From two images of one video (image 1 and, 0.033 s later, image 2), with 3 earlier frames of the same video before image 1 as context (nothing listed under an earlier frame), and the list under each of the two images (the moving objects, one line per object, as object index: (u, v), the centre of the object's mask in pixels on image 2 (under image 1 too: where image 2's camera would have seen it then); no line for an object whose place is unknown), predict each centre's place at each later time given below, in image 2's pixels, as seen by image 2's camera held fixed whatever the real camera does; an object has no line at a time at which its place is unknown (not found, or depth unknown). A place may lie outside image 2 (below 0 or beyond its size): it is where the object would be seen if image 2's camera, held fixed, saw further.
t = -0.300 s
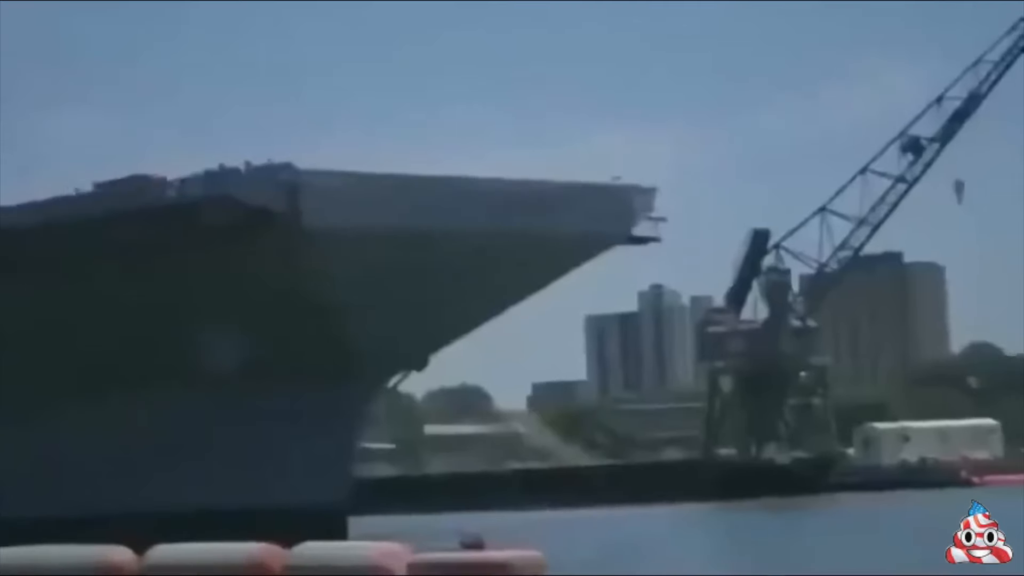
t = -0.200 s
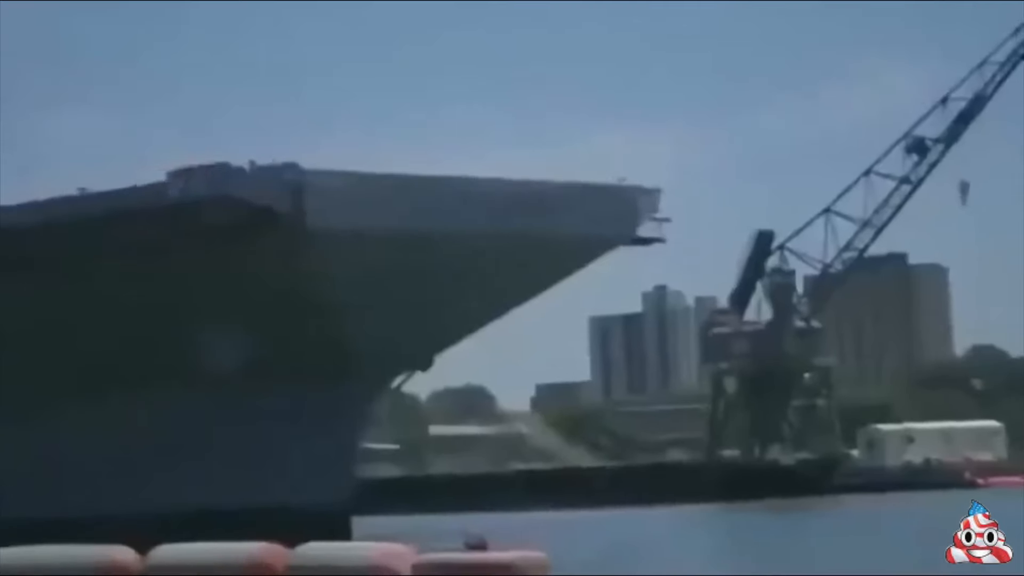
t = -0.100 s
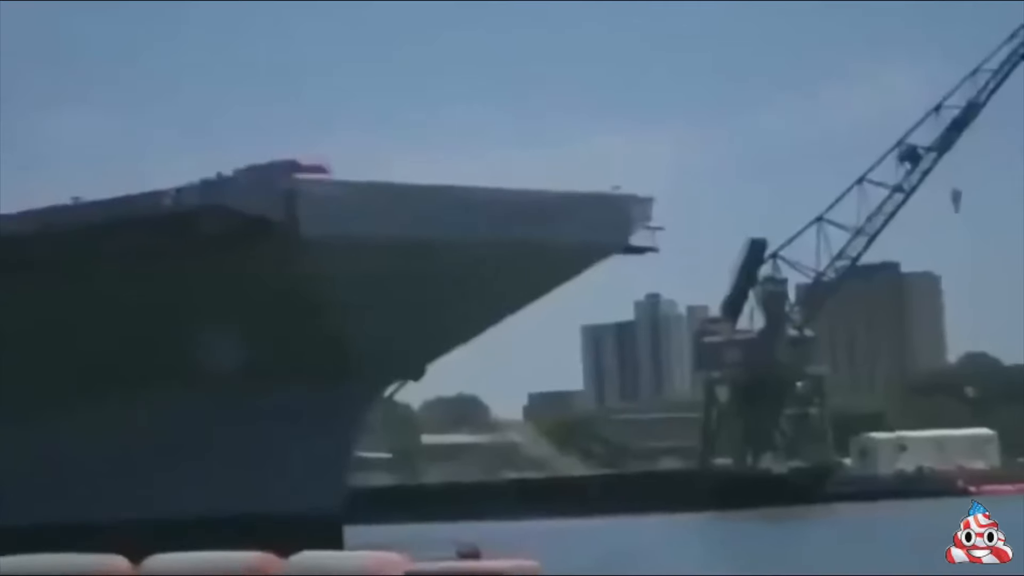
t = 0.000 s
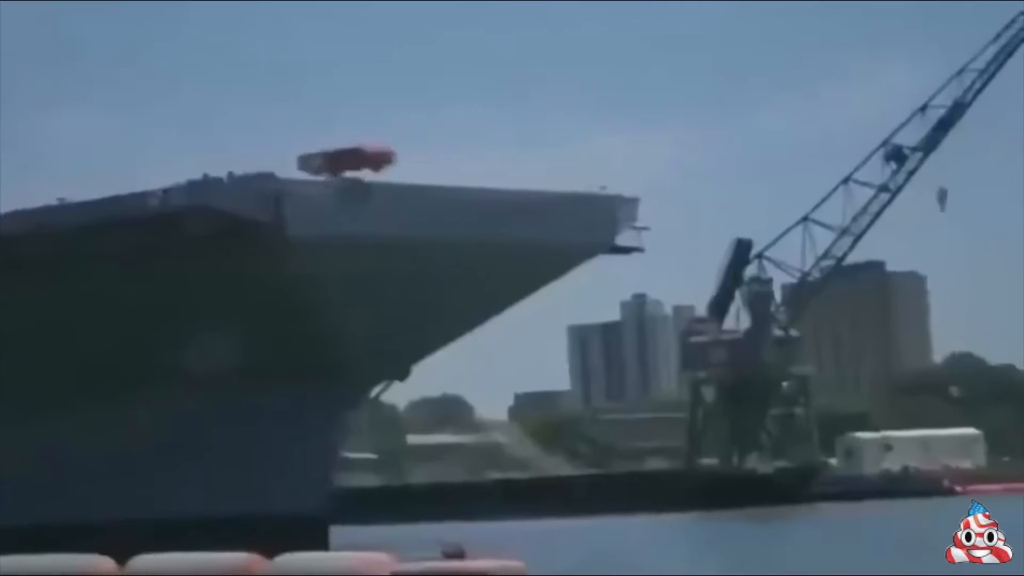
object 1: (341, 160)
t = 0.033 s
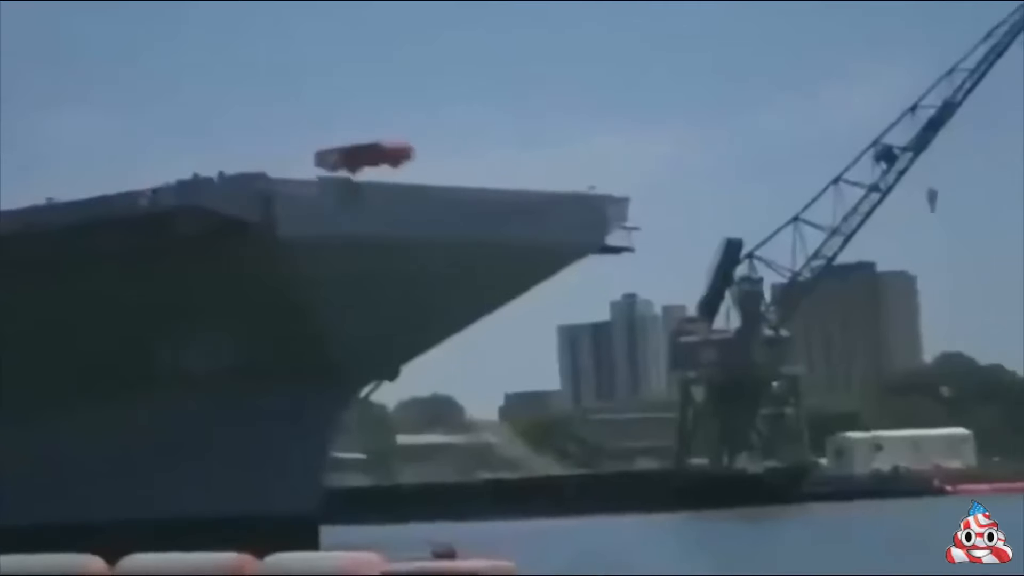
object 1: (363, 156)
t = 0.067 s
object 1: (387, 152)
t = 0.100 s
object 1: (413, 149)
